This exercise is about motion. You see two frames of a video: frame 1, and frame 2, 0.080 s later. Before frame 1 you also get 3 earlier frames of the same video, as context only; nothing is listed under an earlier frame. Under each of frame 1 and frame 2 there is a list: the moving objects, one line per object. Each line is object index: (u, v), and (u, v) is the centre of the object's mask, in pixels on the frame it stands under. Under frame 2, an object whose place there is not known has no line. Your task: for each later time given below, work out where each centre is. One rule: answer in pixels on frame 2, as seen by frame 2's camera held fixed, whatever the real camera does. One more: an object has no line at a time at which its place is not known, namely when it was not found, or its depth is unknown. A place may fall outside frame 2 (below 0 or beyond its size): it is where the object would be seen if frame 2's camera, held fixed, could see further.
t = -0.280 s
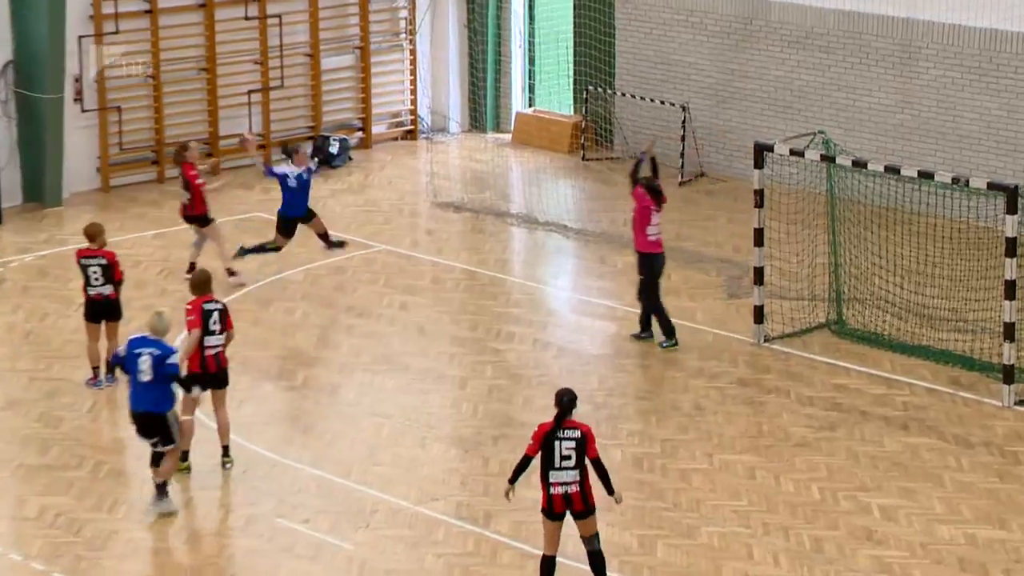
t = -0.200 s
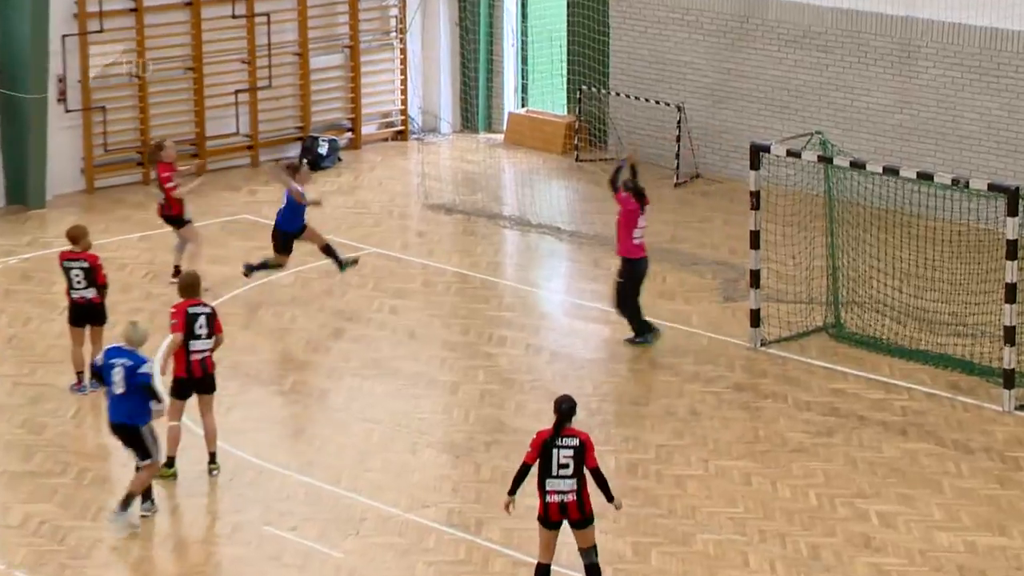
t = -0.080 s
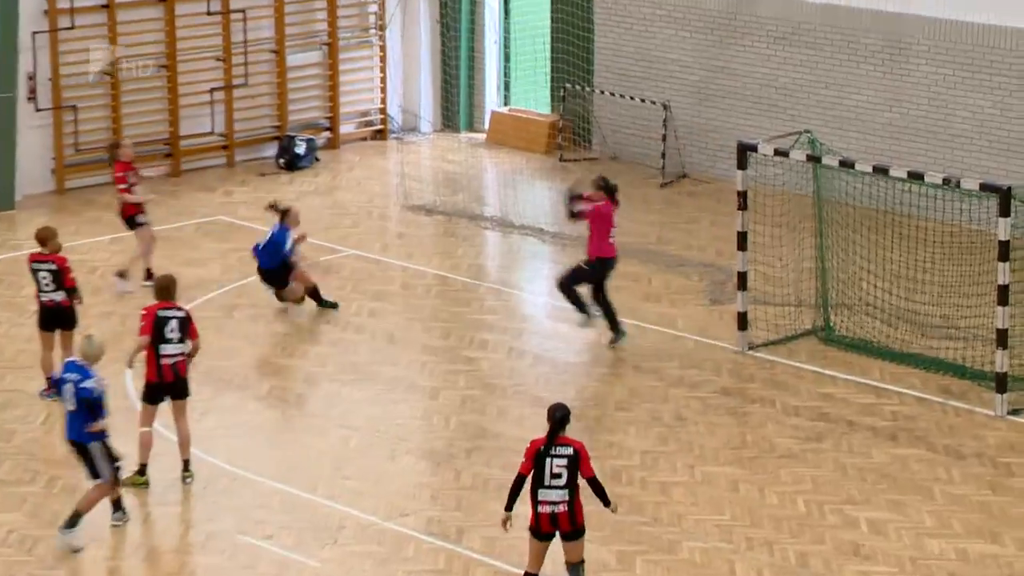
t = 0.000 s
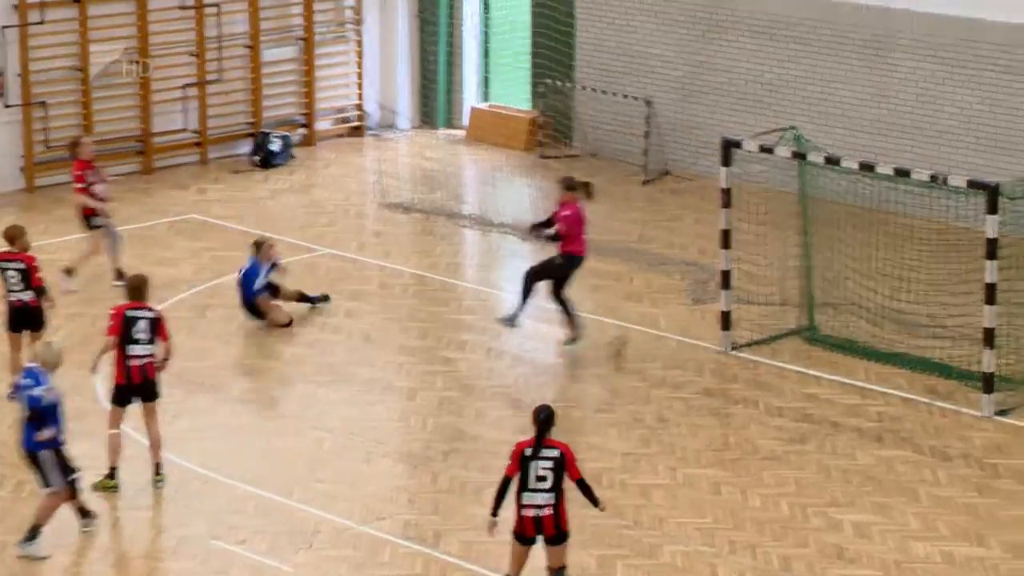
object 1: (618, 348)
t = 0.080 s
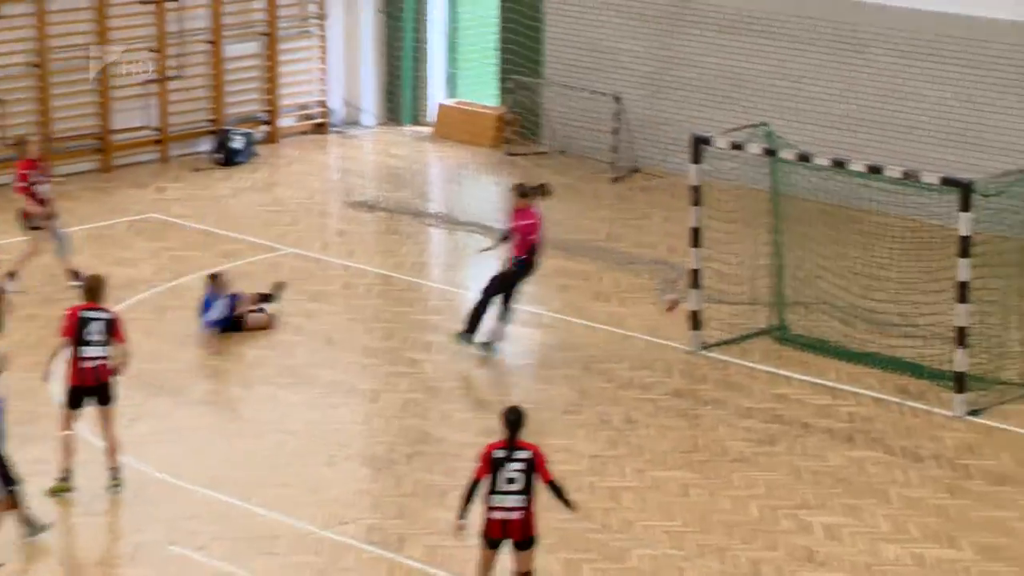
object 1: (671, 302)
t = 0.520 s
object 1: (1013, 191)
